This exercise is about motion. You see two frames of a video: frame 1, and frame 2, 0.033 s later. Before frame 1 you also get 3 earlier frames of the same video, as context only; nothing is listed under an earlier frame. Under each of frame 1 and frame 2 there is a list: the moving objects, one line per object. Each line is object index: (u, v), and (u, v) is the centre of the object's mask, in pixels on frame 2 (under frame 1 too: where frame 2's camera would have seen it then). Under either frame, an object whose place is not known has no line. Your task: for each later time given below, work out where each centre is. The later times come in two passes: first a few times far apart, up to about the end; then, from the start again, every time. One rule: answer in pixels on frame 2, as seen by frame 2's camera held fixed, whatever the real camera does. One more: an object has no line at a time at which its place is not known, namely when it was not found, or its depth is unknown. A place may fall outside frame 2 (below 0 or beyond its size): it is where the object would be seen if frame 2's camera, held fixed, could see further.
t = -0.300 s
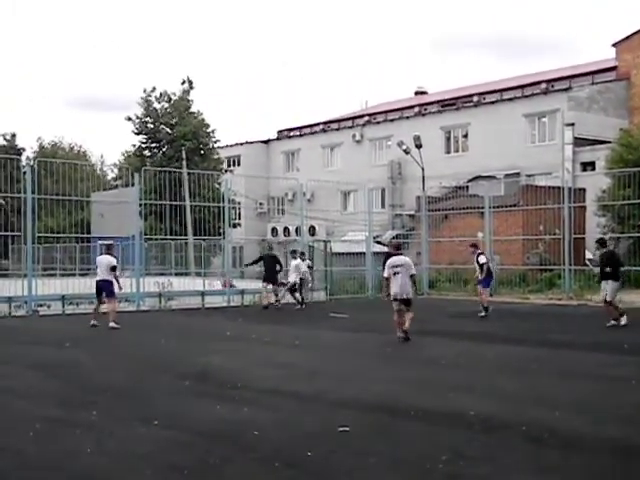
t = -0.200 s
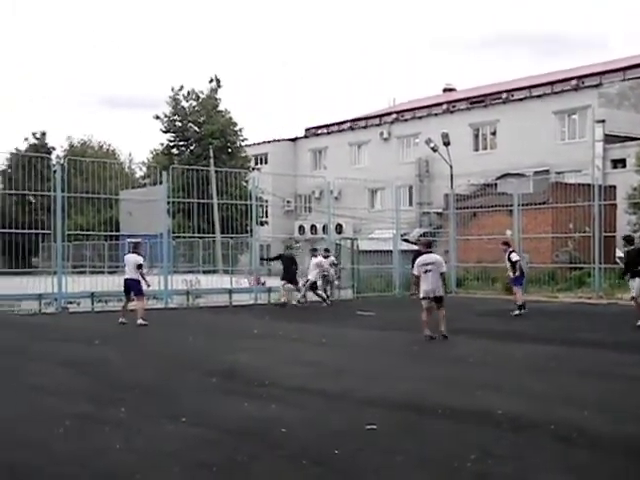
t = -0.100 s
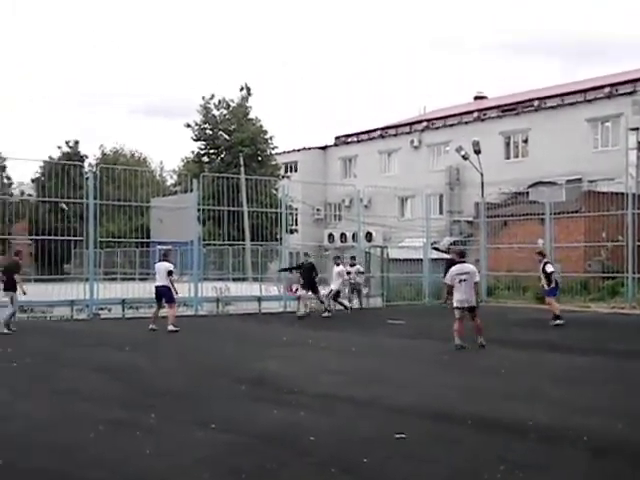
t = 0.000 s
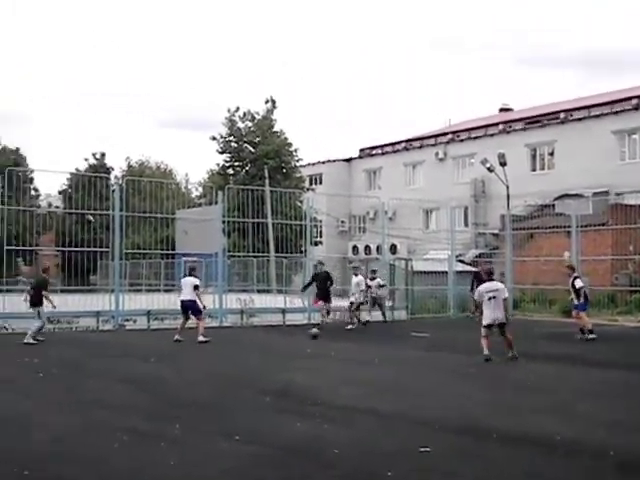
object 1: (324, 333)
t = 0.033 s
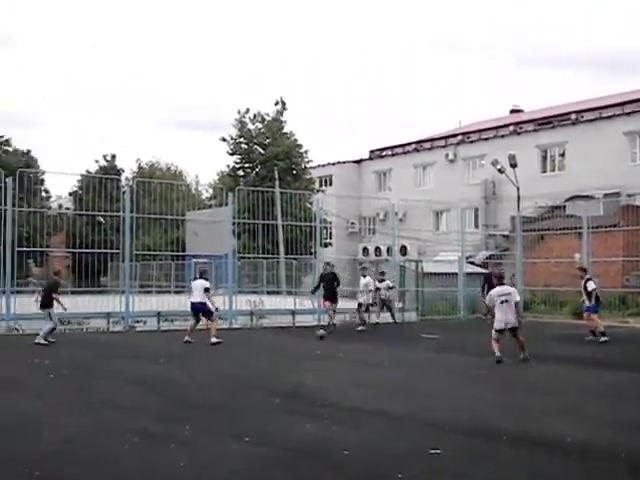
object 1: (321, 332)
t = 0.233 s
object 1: (299, 340)
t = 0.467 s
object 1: (276, 345)
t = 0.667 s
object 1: (255, 352)
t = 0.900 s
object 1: (230, 365)
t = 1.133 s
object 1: (199, 372)
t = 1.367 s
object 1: (163, 376)
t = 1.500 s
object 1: (141, 390)
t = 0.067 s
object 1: (317, 332)
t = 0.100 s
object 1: (314, 333)
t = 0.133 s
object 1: (310, 334)
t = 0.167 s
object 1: (307, 335)
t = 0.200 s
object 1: (303, 337)
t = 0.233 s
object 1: (299, 340)
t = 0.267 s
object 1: (296, 344)
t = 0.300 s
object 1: (292, 343)
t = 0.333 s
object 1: (289, 342)
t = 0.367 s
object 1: (286, 342)
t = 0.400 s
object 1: (283, 342)
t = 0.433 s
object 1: (279, 343)
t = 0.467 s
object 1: (276, 345)
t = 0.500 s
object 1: (272, 347)
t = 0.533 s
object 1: (268, 350)
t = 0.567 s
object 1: (264, 355)
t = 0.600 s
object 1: (262, 352)
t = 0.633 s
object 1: (258, 352)
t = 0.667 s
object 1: (255, 352)
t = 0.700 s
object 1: (251, 351)
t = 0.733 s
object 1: (248, 352)
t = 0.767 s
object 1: (245, 353)
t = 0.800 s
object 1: (241, 355)
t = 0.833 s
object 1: (238, 359)
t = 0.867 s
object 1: (234, 363)
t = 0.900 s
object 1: (230, 365)
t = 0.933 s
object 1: (226, 363)
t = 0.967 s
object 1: (222, 362)
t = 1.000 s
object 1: (218, 363)
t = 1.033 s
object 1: (213, 363)
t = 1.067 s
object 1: (208, 364)
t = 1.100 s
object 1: (204, 367)
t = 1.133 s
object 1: (199, 372)
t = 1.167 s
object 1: (193, 376)
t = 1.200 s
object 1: (189, 375)
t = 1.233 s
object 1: (185, 373)
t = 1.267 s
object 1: (179, 373)
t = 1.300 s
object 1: (174, 374)
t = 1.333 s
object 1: (169, 376)
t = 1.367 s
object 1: (163, 376)
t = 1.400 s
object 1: (158, 381)
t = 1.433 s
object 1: (153, 387)
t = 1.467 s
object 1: (147, 391)
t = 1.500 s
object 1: (141, 390)
